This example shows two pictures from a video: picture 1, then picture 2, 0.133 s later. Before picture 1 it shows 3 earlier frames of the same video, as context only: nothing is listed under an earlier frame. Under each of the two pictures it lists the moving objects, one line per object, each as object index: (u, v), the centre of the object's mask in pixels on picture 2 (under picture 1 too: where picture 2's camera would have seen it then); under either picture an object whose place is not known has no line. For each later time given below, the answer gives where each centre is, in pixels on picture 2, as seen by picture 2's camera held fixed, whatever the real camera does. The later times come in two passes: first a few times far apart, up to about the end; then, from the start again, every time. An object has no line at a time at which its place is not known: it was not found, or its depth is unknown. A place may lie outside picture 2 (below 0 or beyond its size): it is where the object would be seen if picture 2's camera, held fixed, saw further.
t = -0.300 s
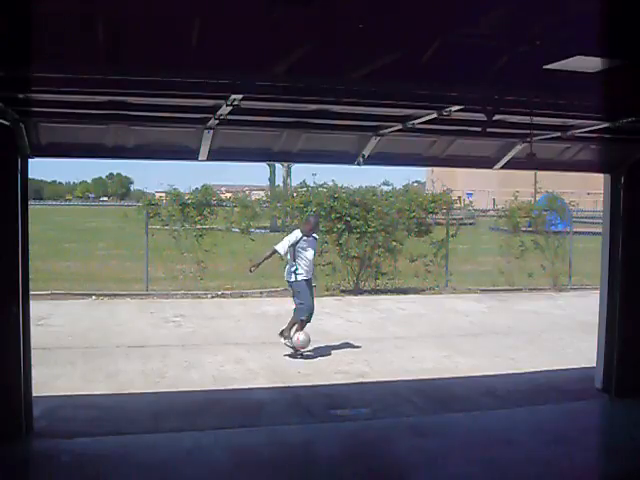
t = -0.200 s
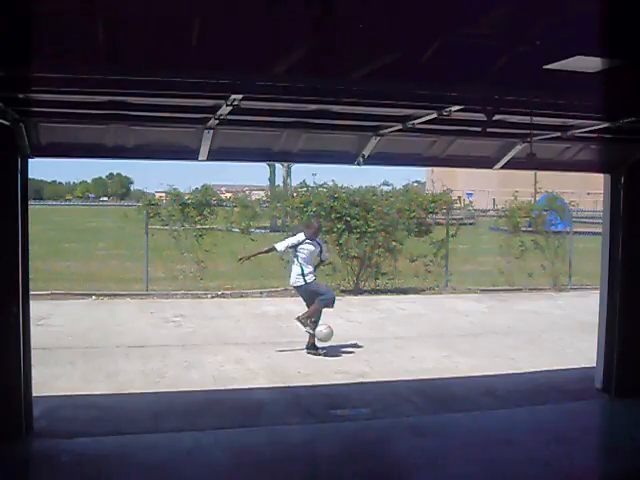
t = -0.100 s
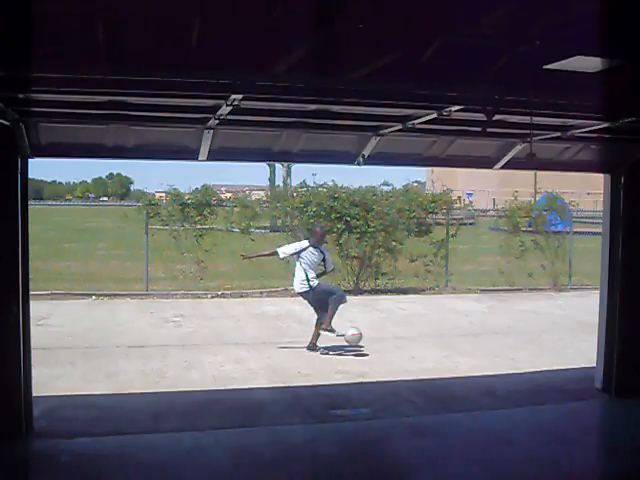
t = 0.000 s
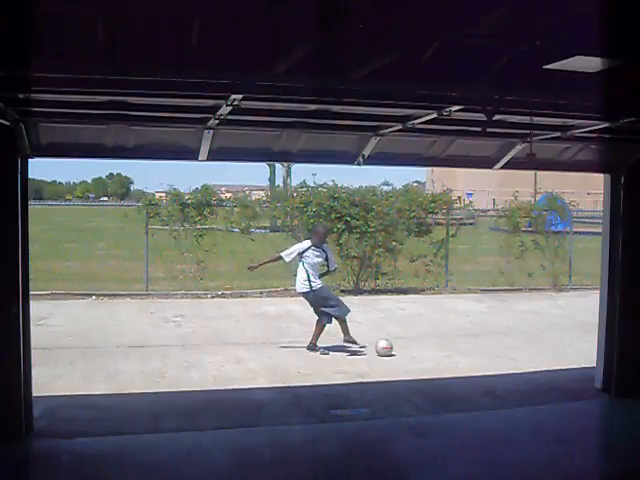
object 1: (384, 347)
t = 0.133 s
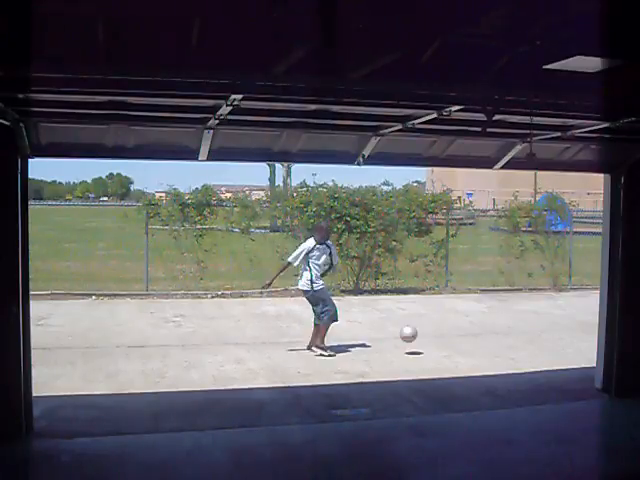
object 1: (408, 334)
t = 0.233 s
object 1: (426, 332)
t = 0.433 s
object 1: (460, 340)
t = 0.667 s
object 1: (500, 338)
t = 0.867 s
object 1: (532, 336)
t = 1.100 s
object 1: (569, 337)
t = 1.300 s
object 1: (594, 336)
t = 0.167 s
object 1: (414, 332)
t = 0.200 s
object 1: (421, 332)
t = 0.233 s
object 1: (426, 332)
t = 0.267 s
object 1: (432, 333)
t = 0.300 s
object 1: (438, 336)
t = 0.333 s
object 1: (444, 339)
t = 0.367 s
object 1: (449, 343)
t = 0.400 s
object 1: (455, 344)
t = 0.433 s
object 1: (460, 340)
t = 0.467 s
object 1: (466, 337)
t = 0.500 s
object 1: (472, 335)
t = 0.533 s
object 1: (478, 333)
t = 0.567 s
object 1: (483, 333)
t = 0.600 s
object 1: (489, 334)
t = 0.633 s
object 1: (494, 336)
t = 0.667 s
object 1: (500, 338)
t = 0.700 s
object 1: (505, 341)
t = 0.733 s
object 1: (510, 342)
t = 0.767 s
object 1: (516, 340)
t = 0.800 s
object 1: (522, 338)
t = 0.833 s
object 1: (527, 336)
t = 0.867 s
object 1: (532, 336)
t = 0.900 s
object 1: (538, 337)
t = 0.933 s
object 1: (543, 338)
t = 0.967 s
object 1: (548, 341)
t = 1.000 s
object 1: (553, 340)
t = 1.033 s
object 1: (558, 338)
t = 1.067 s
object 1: (564, 337)
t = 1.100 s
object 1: (569, 337)
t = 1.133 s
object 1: (574, 337)
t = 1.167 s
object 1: (579, 338)
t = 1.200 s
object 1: (584, 340)
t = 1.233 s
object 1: (589, 339)
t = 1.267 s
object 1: (592, 337)
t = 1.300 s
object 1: (594, 336)
